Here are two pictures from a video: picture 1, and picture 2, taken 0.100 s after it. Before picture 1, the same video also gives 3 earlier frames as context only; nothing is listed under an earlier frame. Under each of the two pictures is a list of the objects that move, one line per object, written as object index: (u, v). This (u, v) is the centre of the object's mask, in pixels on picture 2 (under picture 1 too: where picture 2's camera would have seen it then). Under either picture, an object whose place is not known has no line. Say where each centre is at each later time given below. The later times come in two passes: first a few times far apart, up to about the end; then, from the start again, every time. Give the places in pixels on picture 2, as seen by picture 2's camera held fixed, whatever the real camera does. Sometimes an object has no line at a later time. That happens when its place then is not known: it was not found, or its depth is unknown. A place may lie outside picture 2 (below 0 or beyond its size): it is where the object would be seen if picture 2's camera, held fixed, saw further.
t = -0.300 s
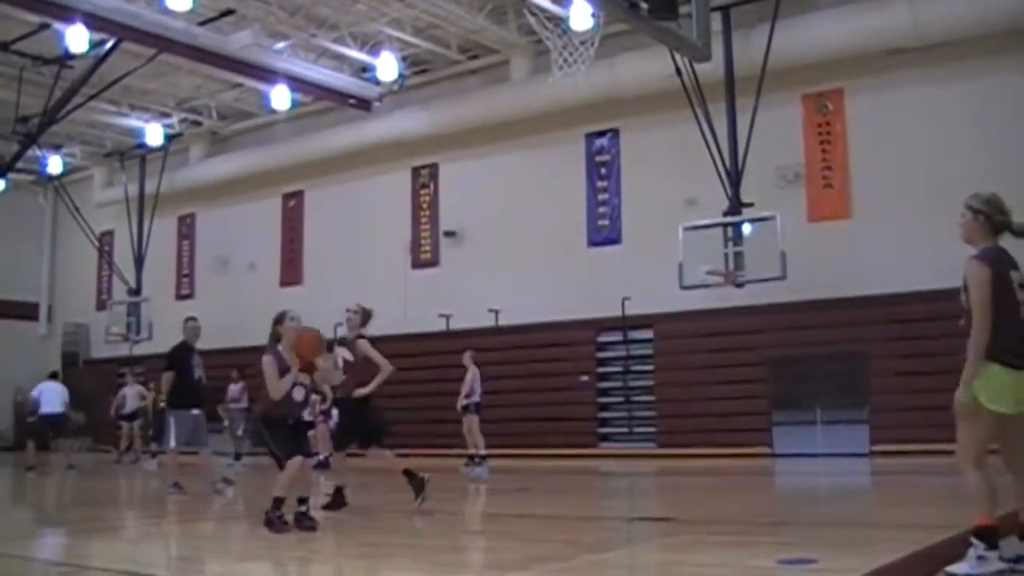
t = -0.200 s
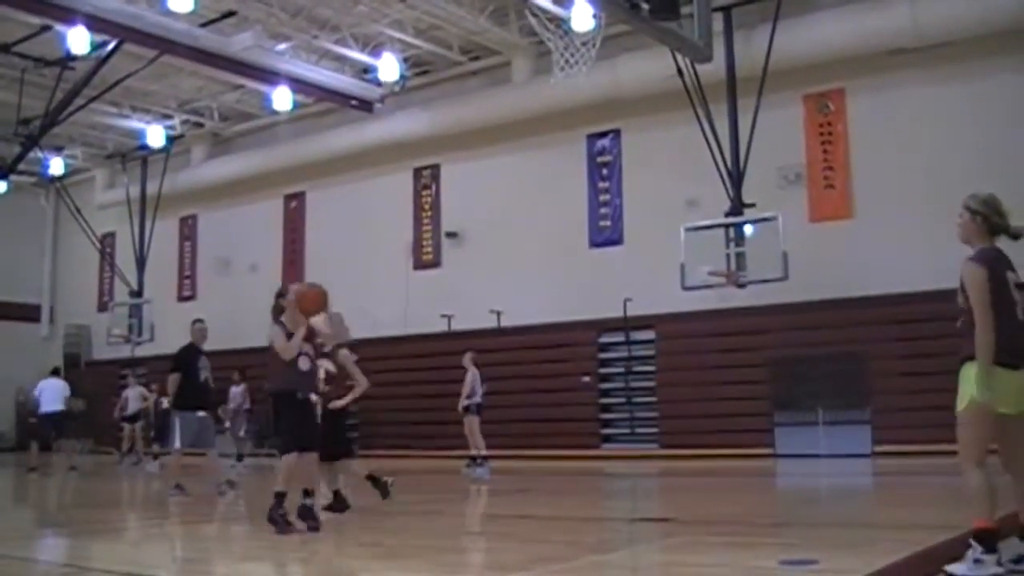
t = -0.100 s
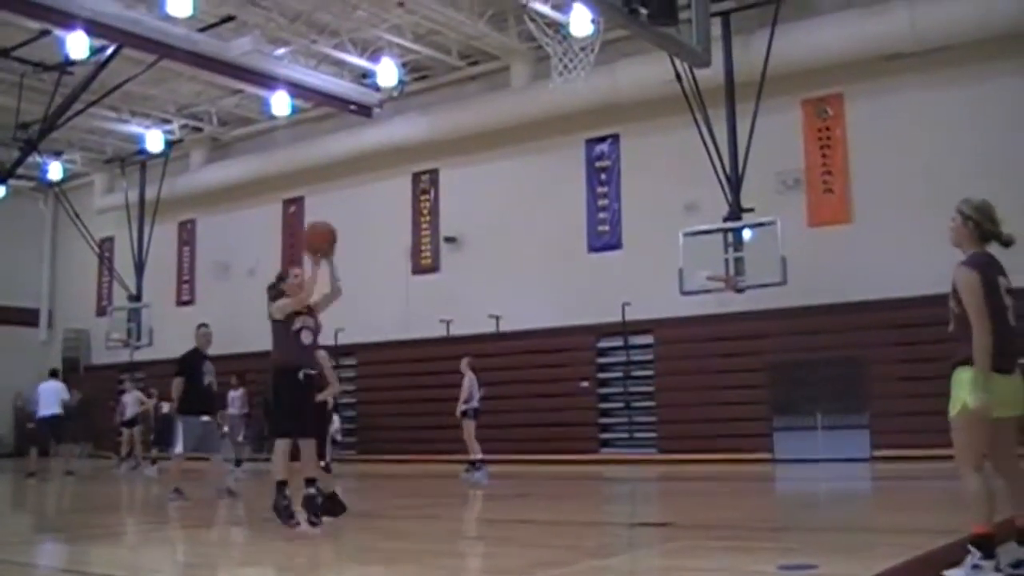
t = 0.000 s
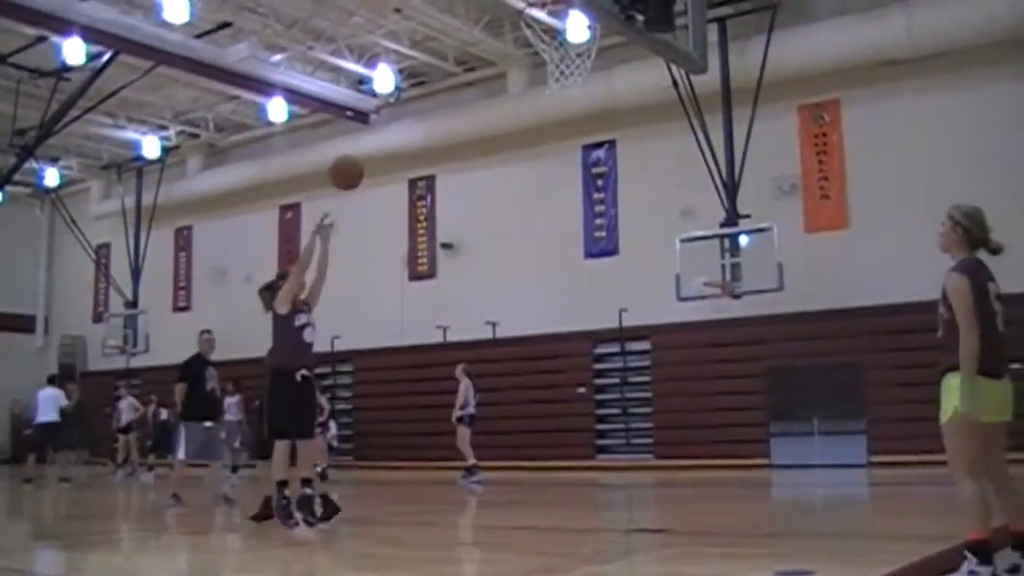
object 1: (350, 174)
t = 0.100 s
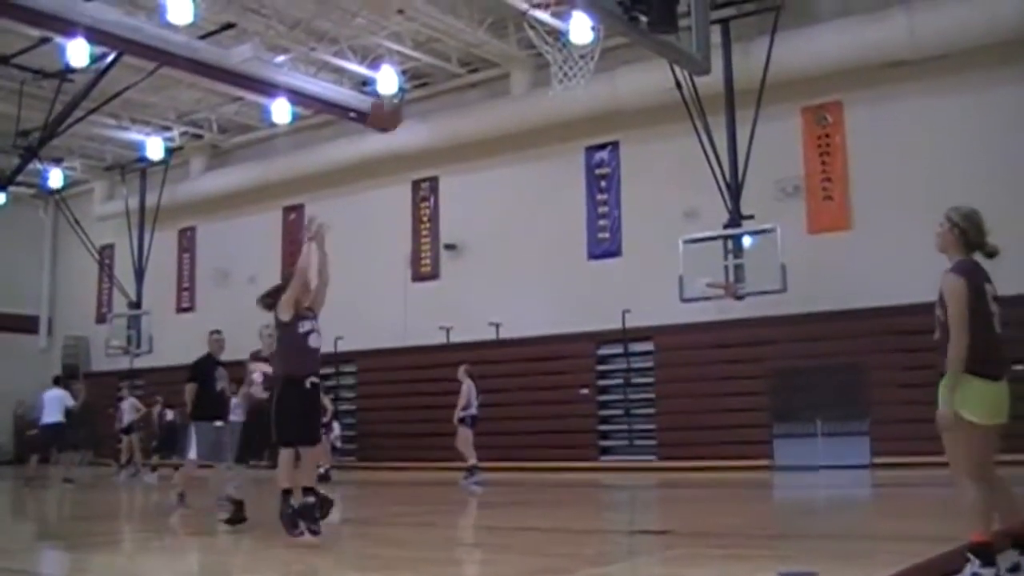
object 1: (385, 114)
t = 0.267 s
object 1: (444, 49)
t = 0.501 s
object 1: (517, 12)
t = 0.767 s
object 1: (493, 23)
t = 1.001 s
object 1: (474, 121)
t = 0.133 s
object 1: (395, 100)
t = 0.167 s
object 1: (412, 86)
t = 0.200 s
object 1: (419, 72)
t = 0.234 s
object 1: (431, 61)
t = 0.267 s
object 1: (444, 49)
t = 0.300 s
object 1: (457, 40)
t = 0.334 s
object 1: (470, 31)
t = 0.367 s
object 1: (484, 26)
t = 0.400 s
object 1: (496, 22)
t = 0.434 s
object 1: (507, 21)
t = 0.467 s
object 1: (519, 17)
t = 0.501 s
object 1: (517, 12)
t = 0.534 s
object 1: (515, 8)
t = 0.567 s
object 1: (513, 6)
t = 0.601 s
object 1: (509, 5)
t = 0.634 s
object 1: (506, 5)
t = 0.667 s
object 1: (503, 7)
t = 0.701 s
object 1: (501, 10)
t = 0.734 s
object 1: (497, 16)
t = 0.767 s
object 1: (493, 23)
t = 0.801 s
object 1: (490, 32)
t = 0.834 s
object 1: (487, 43)
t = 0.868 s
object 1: (484, 55)
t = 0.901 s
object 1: (482, 71)
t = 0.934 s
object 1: (479, 86)
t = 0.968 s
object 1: (478, 102)
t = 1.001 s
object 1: (474, 121)
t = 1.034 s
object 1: (472, 140)
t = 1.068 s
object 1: (470, 164)
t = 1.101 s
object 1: (467, 187)
